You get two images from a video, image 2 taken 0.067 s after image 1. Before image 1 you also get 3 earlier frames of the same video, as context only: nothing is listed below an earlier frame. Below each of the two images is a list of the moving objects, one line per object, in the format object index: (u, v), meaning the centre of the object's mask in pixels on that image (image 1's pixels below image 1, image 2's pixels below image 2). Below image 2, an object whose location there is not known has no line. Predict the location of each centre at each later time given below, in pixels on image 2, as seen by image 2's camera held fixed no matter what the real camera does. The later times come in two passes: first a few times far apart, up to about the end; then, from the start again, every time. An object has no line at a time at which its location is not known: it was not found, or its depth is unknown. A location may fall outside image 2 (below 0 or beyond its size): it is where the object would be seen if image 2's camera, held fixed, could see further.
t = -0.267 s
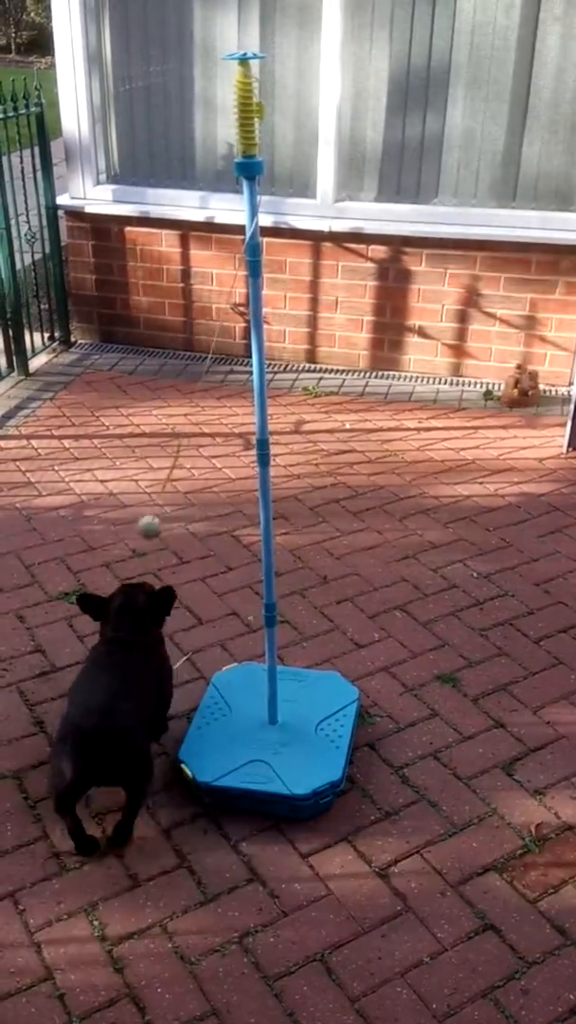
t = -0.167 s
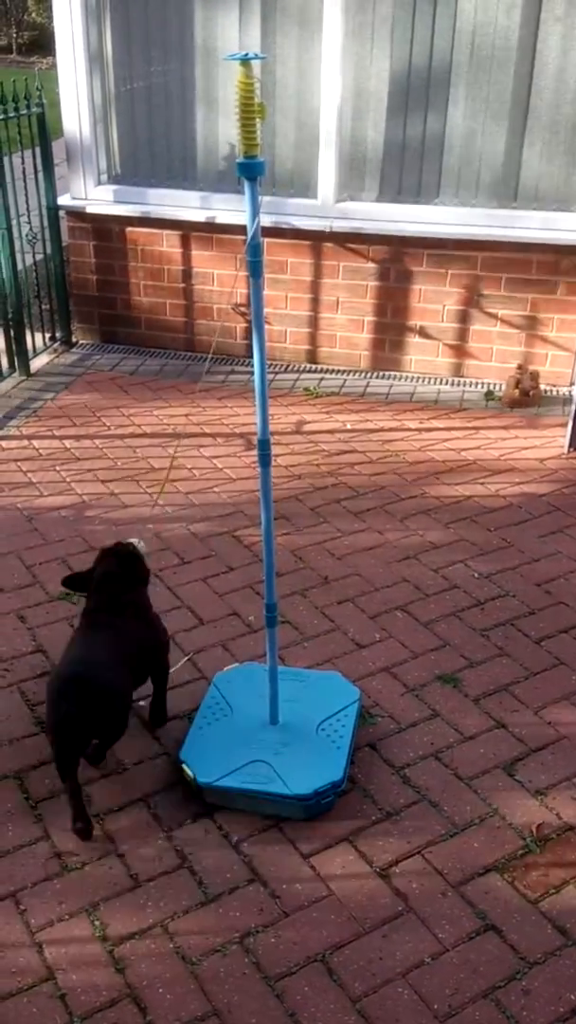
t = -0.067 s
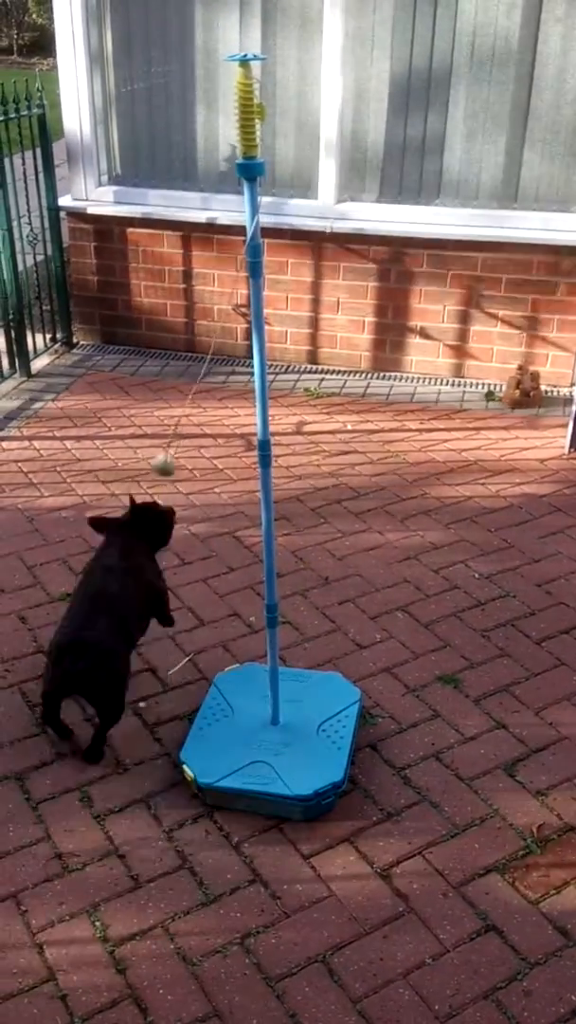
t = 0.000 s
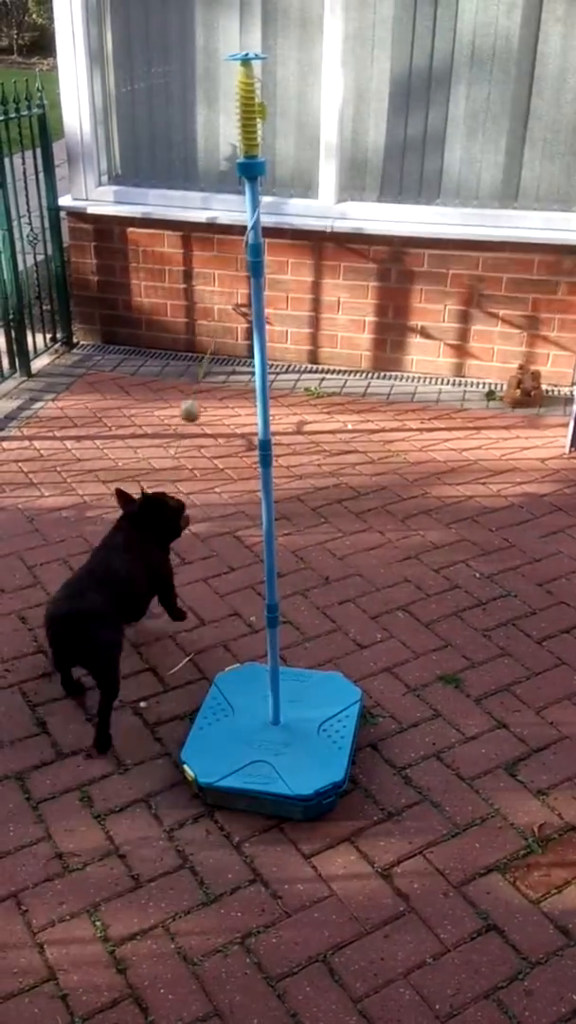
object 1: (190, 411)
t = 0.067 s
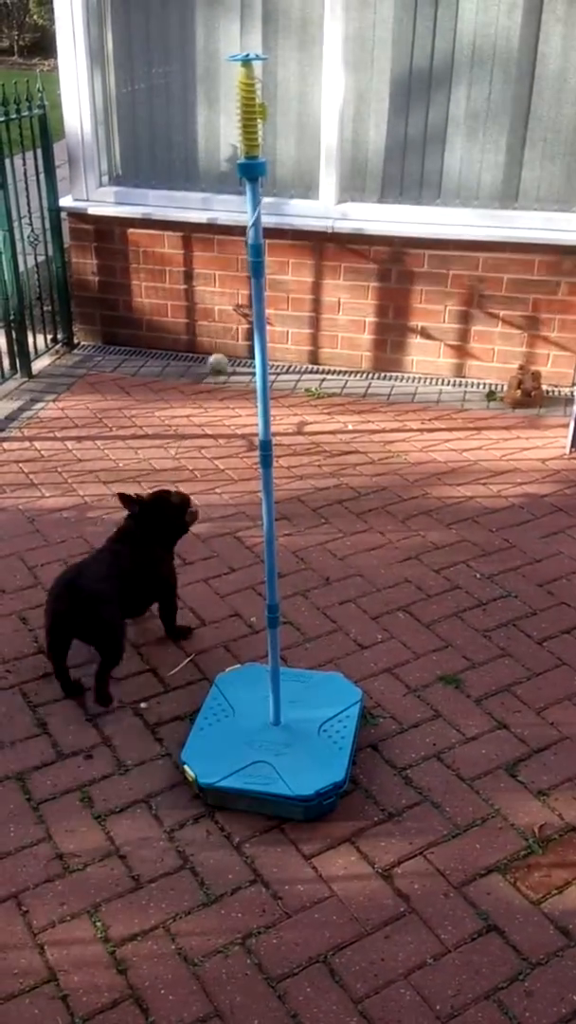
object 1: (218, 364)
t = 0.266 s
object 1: (304, 302)
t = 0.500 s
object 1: (389, 399)
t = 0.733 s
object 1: (400, 624)
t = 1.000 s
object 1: (188, 798)
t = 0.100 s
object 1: (232, 346)
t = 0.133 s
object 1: (245, 329)
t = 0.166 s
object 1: (268, 318)
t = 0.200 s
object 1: (277, 308)
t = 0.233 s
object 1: (289, 302)
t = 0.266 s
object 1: (304, 302)
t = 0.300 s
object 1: (318, 304)
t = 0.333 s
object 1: (332, 311)
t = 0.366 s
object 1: (344, 321)
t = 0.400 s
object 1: (357, 335)
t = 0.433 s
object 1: (367, 354)
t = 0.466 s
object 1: (378, 373)
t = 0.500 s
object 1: (389, 399)
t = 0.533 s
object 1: (396, 425)
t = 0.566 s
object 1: (403, 454)
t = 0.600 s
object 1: (409, 484)
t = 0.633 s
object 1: (411, 515)
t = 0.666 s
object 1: (411, 550)
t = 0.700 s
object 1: (409, 589)
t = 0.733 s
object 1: (400, 624)
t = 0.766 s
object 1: (391, 661)
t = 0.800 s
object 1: (377, 695)
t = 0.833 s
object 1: (358, 726)
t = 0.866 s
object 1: (333, 754)
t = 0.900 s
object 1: (303, 777)
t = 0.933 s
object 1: (267, 791)
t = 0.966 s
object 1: (229, 798)
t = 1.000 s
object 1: (188, 798)
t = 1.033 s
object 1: (144, 791)
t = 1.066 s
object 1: (99, 779)
